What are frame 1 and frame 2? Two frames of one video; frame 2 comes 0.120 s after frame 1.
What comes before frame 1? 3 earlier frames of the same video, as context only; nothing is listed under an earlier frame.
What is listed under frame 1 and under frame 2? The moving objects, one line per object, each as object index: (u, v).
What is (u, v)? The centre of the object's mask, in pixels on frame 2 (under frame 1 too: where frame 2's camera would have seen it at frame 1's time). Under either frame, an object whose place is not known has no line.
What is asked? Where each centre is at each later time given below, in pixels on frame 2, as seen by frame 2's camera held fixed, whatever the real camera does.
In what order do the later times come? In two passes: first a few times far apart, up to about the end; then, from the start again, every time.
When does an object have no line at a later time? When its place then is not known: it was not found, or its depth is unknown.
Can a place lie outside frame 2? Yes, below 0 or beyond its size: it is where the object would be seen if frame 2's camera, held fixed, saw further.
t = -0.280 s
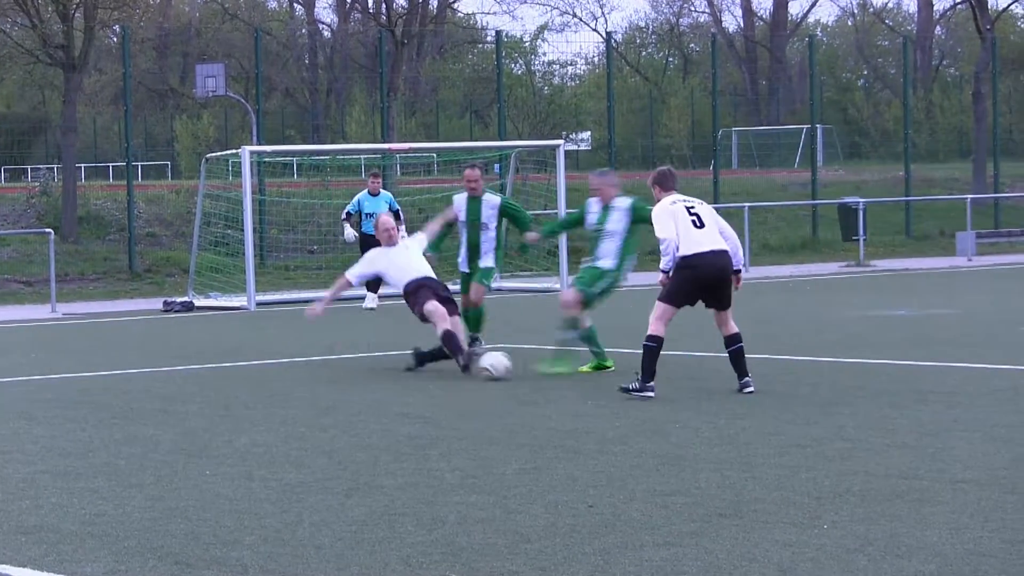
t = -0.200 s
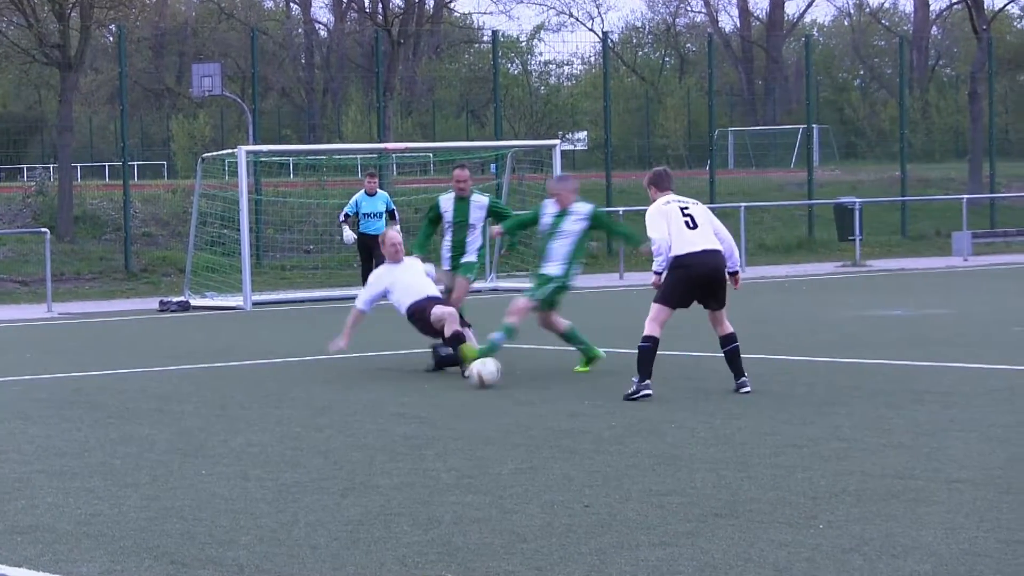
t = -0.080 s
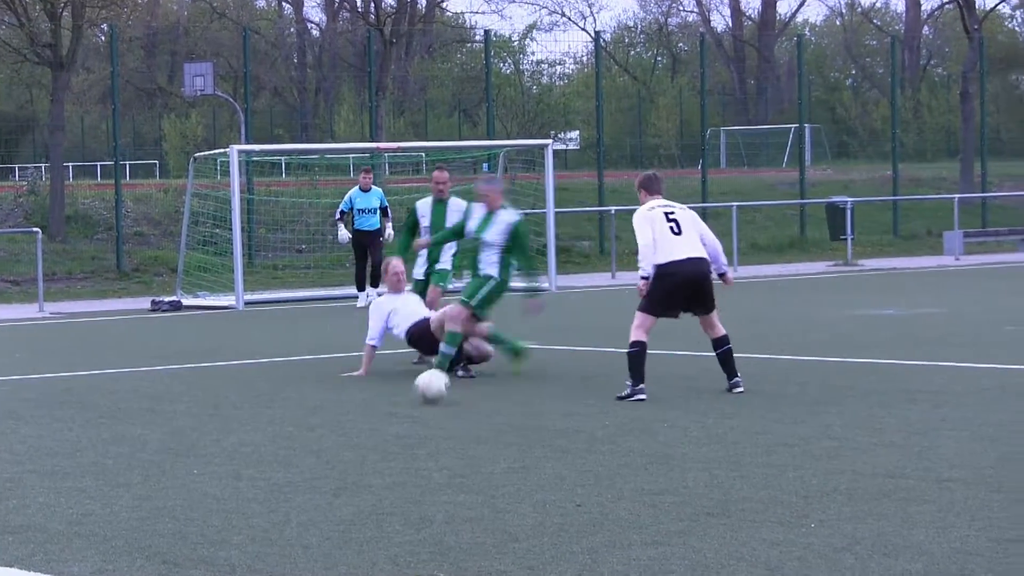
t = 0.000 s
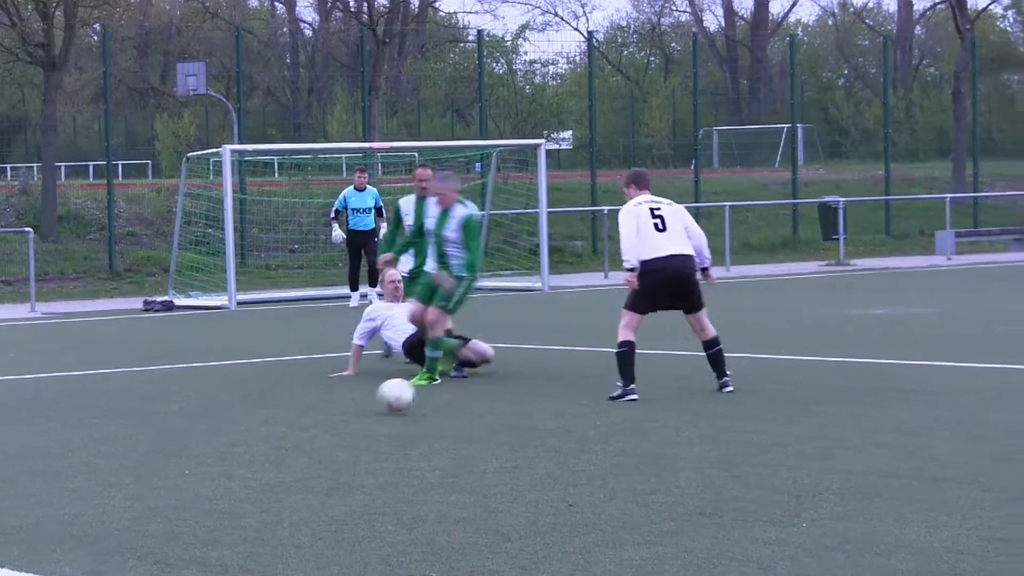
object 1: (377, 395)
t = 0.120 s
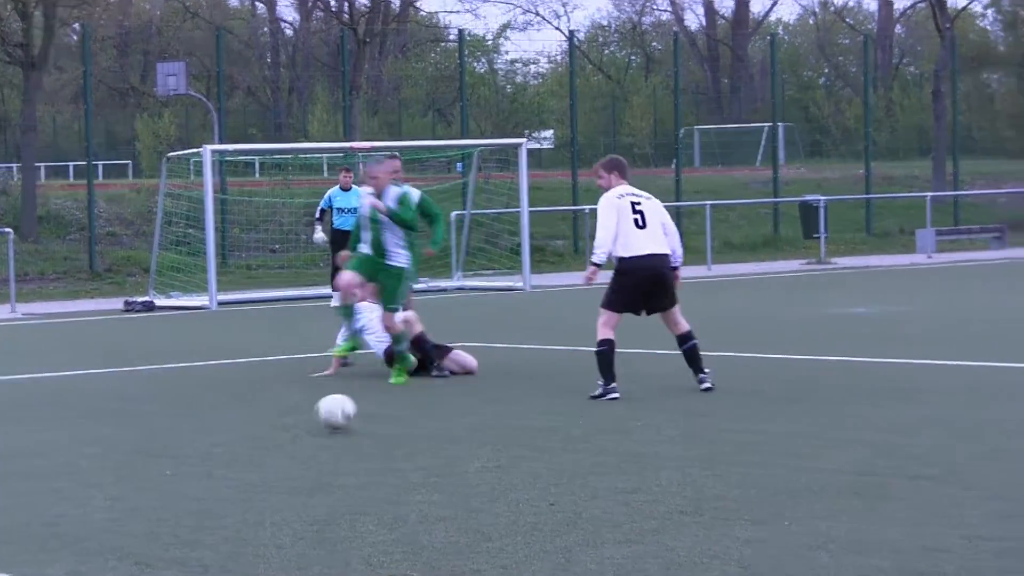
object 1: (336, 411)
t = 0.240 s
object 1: (294, 424)
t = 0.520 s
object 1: (193, 467)
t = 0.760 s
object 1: (102, 513)
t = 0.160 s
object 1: (322, 412)
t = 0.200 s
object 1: (308, 416)
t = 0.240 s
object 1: (294, 424)
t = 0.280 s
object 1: (280, 436)
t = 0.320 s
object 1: (265, 439)
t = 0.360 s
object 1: (250, 440)
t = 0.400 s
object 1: (235, 445)
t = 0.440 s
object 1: (221, 453)
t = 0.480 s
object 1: (208, 465)
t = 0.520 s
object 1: (193, 467)
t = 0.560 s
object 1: (180, 471)
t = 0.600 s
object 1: (165, 479)
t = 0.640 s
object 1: (150, 491)
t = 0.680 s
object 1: (135, 494)
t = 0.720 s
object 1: (120, 500)
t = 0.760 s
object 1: (102, 513)
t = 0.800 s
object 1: (85, 520)
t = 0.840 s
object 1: (64, 527)
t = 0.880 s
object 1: (43, 538)
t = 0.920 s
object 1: (23, 552)
